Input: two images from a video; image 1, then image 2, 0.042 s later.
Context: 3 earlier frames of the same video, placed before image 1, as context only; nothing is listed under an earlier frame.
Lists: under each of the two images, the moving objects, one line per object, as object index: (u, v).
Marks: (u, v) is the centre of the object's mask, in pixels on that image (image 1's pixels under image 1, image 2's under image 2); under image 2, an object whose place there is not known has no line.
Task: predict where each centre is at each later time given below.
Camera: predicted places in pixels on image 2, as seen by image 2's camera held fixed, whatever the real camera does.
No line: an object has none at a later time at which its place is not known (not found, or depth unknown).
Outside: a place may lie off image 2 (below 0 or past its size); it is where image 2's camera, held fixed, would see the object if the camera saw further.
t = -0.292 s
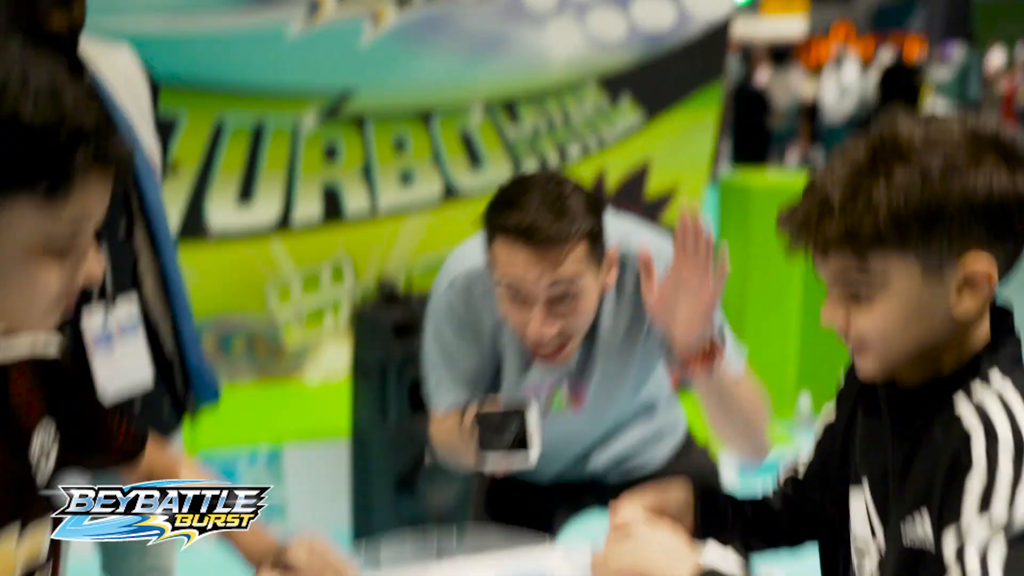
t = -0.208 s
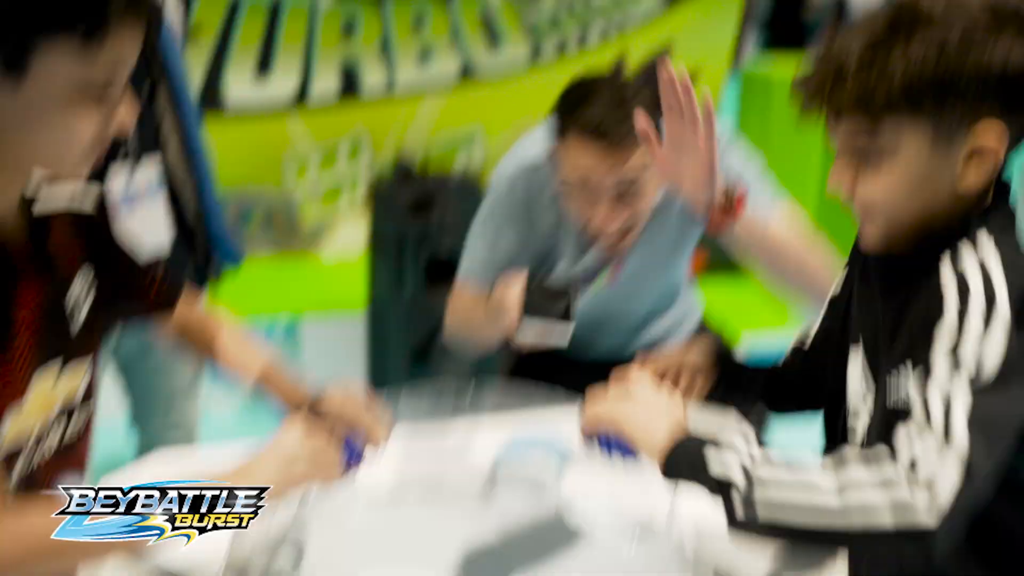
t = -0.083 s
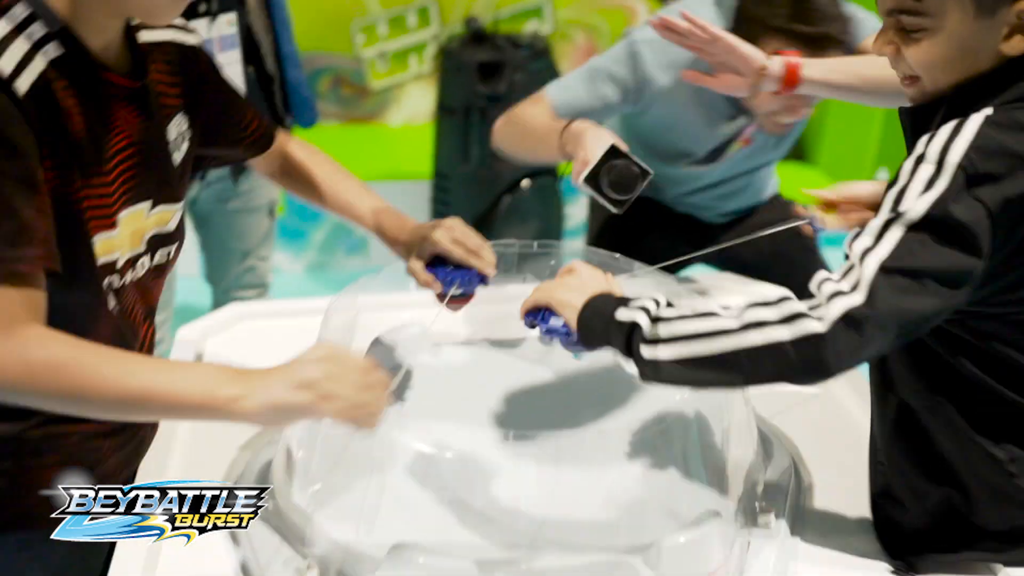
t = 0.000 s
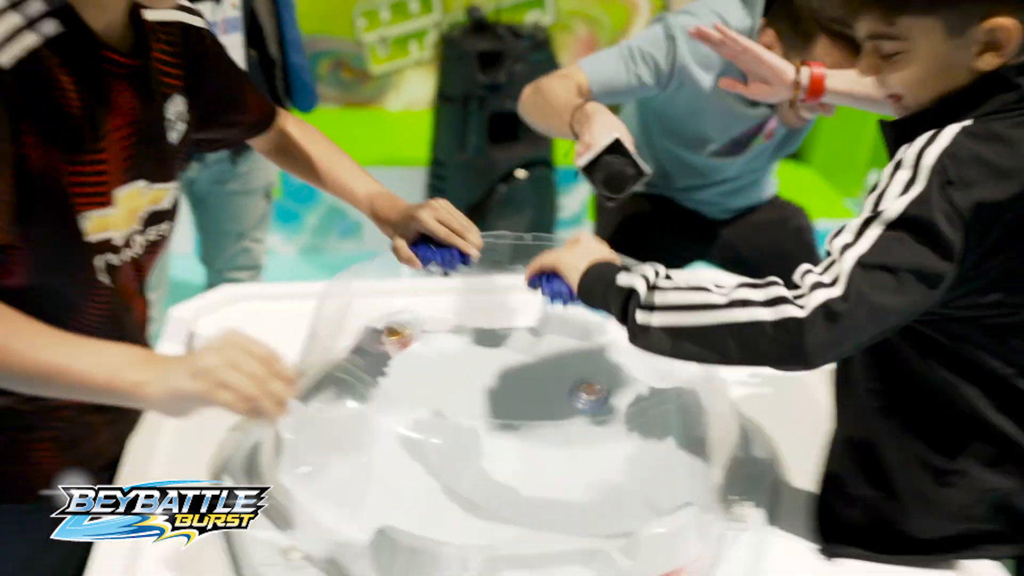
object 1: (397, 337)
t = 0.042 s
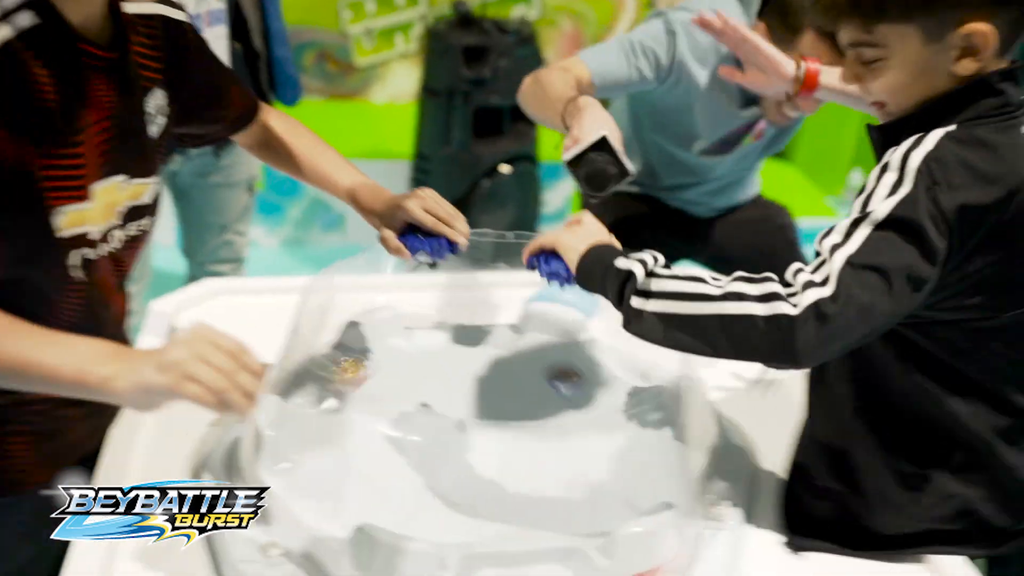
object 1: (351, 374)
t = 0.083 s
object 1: (328, 394)
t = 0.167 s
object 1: (310, 423)
